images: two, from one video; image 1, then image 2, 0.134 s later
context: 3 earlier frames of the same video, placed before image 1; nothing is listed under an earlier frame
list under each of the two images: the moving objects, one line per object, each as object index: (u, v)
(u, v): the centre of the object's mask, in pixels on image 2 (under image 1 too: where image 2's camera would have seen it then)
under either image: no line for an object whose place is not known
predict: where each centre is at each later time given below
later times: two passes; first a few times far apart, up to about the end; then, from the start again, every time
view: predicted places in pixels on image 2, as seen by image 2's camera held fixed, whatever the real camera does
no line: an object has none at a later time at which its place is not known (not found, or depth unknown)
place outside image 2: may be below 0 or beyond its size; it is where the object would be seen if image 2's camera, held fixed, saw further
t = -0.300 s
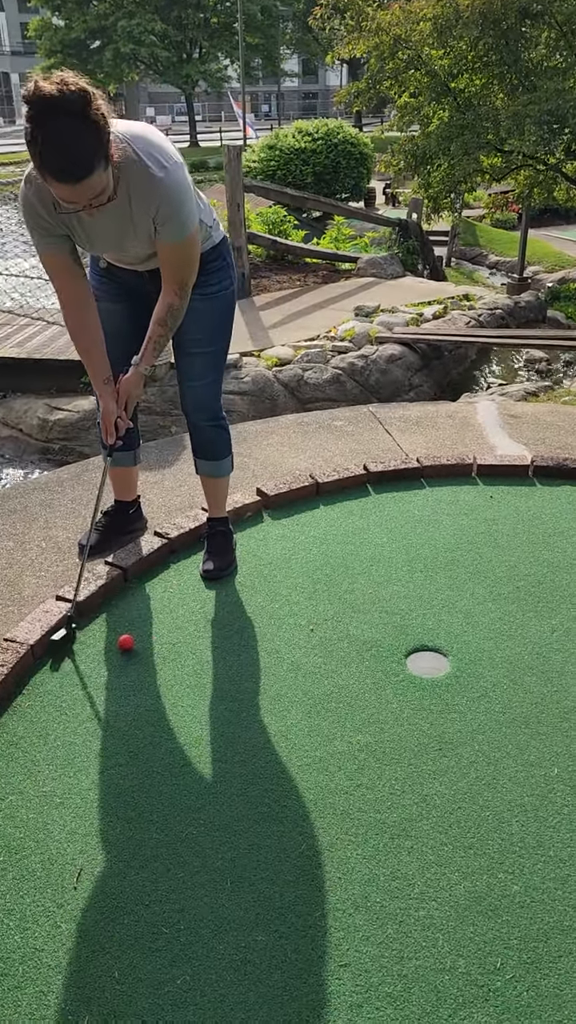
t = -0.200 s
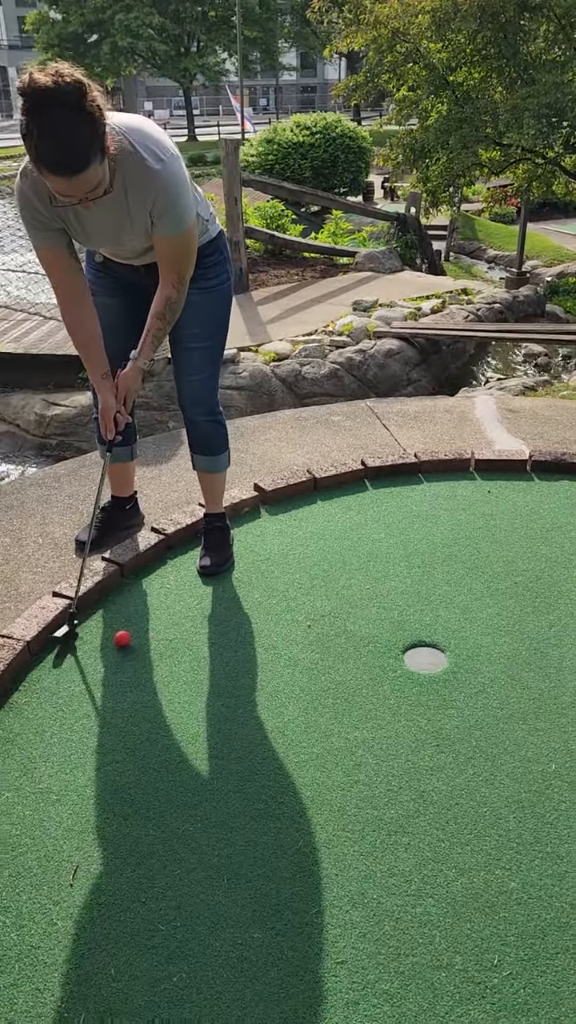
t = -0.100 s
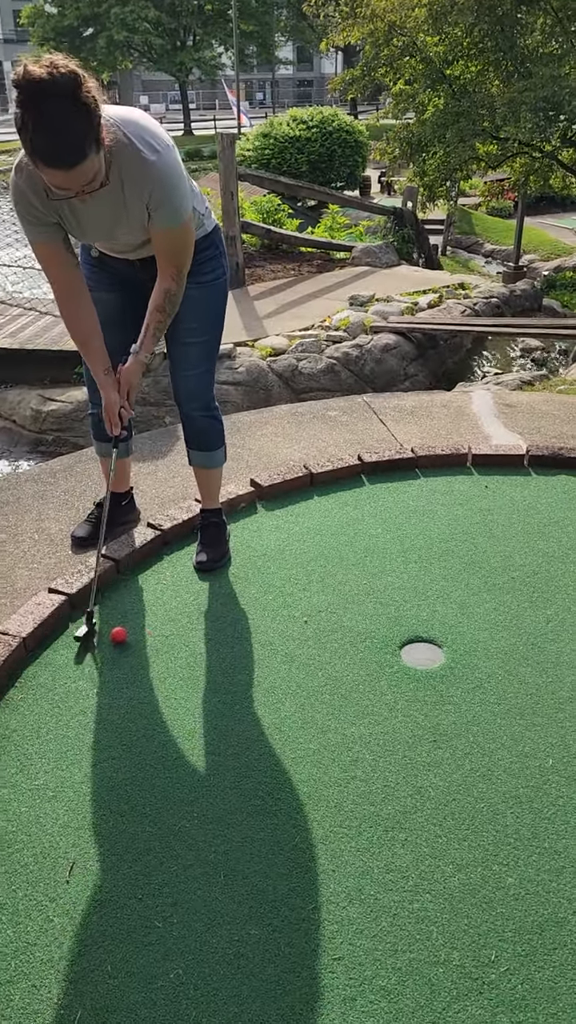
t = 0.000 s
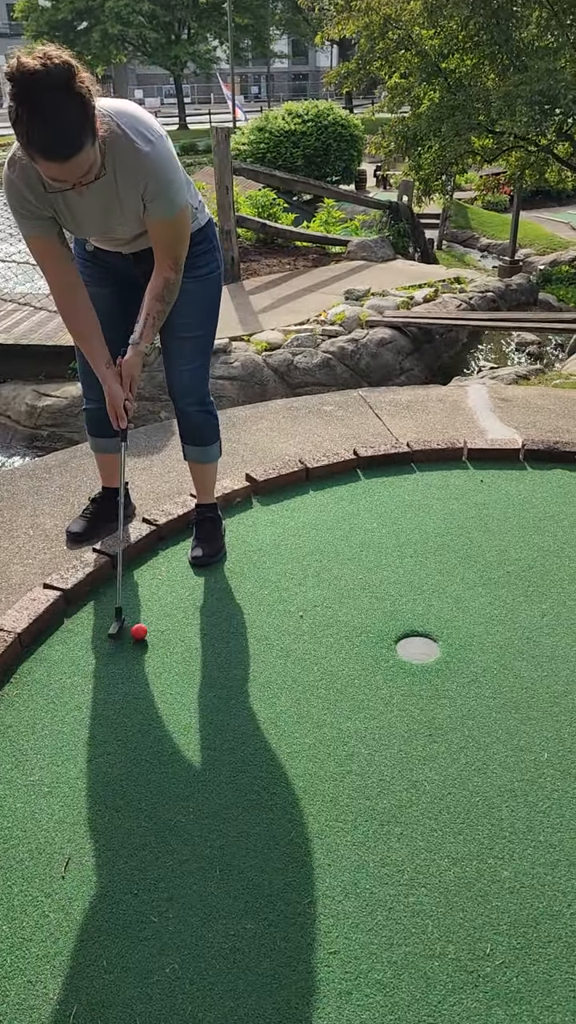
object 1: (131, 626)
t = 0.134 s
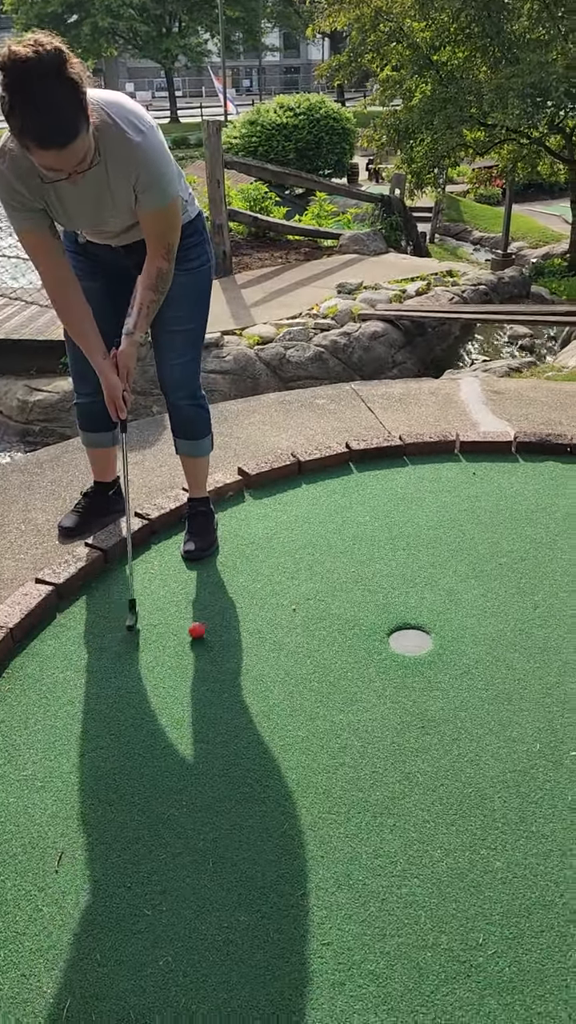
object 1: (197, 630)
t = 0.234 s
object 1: (239, 632)
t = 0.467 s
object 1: (336, 639)
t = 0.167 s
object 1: (211, 631)
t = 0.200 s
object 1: (225, 632)
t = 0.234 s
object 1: (239, 632)
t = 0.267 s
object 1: (253, 633)
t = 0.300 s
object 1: (267, 635)
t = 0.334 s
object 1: (281, 635)
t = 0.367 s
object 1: (295, 636)
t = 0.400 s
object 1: (309, 637)
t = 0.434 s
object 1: (322, 638)
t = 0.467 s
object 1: (336, 639)
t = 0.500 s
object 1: (350, 640)
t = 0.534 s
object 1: (363, 641)
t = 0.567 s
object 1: (376, 642)
